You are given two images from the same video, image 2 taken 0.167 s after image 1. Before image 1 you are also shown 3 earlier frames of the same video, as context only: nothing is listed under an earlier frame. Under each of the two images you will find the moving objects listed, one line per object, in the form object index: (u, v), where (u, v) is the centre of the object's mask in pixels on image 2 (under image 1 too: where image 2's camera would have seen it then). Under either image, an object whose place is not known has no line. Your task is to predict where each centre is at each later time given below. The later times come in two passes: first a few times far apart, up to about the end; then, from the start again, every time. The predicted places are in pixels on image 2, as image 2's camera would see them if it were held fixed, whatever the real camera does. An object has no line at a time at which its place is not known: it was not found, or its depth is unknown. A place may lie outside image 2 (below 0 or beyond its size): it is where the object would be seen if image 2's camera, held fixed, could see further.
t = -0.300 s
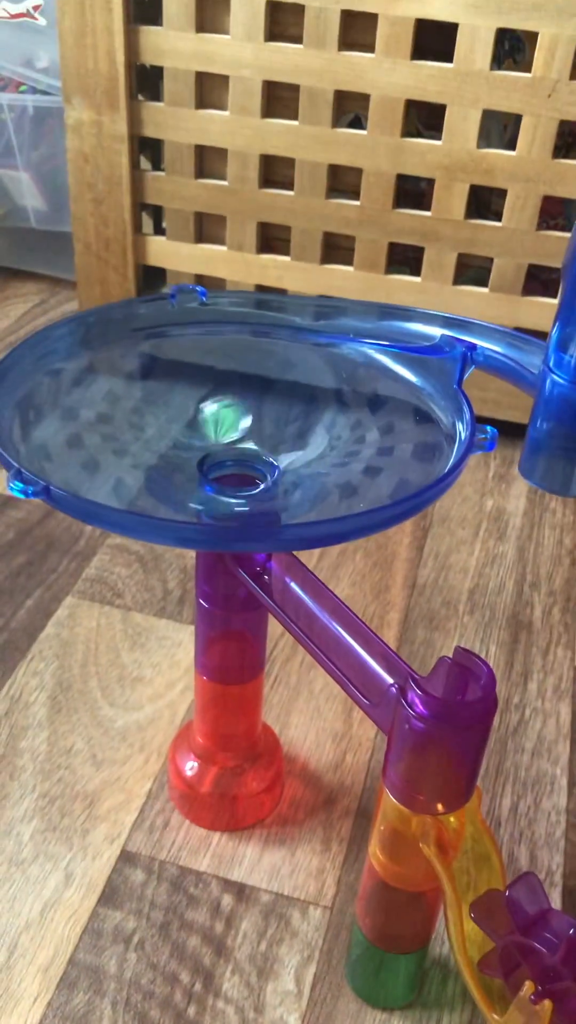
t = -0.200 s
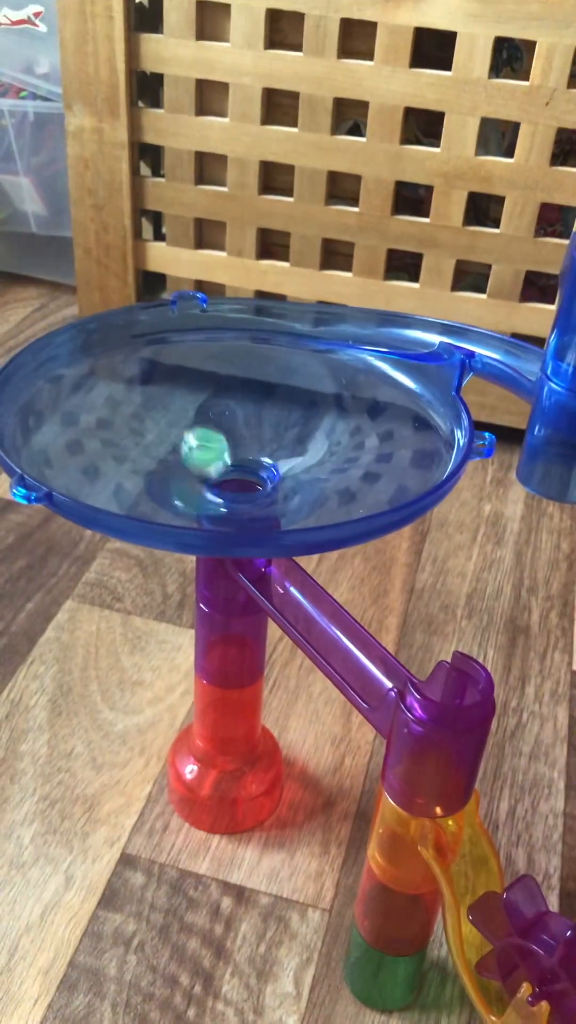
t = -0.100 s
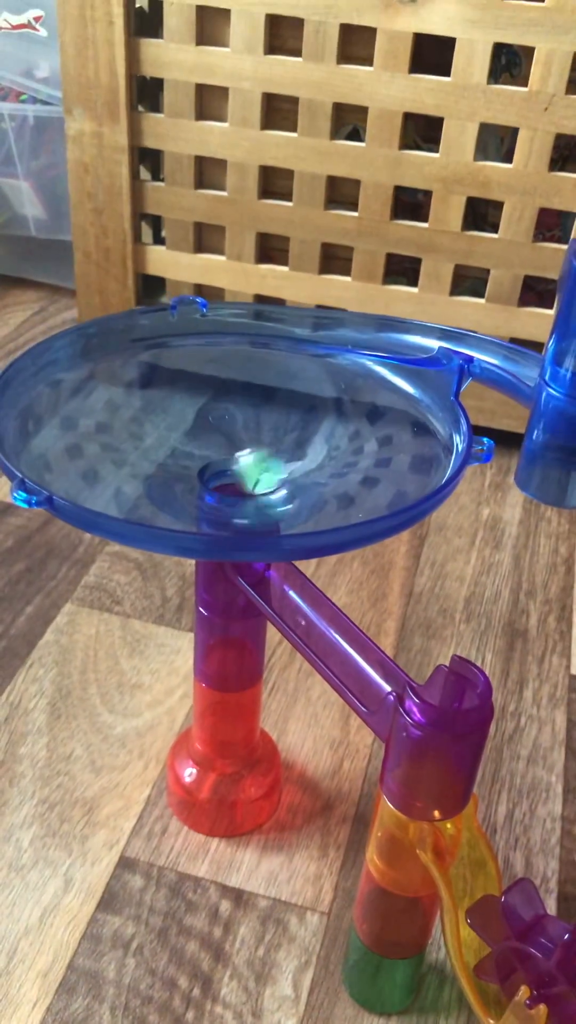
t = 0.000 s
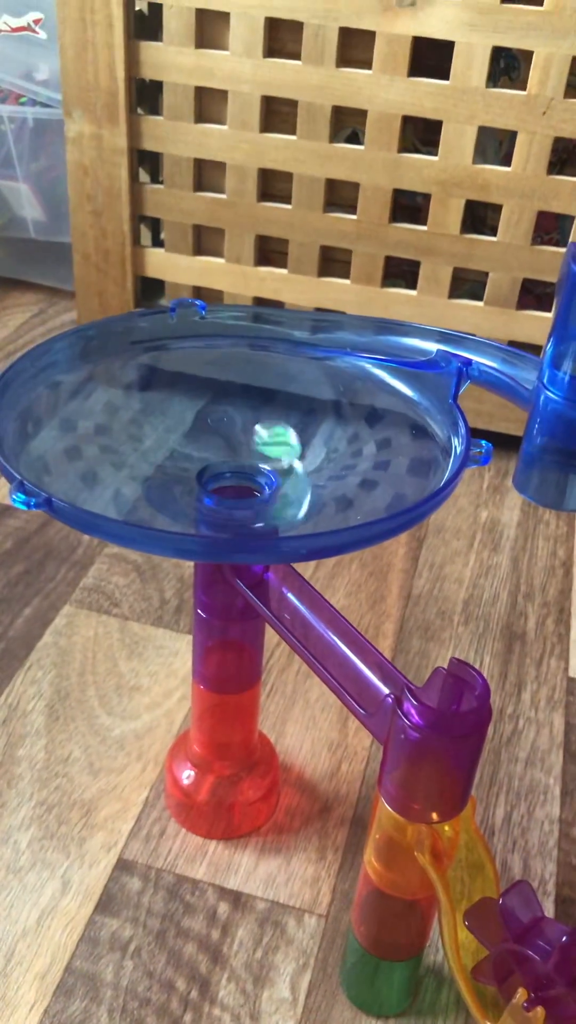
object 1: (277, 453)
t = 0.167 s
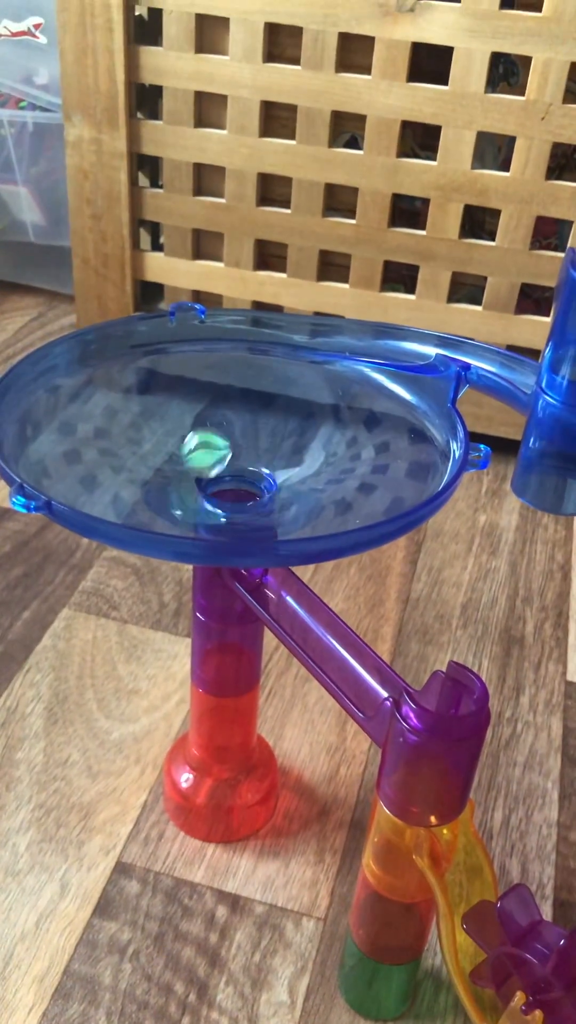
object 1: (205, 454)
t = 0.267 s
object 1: (230, 480)
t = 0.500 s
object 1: (231, 439)
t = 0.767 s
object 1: (241, 452)
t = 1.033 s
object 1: (229, 482)
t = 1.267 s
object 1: (230, 486)
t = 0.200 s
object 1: (205, 463)
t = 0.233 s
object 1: (214, 473)
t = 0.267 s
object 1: (230, 480)
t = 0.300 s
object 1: (248, 480)
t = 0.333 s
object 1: (263, 476)
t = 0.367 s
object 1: (273, 469)
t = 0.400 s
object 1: (273, 456)
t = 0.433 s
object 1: (264, 450)
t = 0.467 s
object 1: (250, 445)
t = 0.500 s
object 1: (231, 439)
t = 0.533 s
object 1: (214, 442)
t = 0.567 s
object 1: (206, 449)
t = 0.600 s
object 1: (206, 459)
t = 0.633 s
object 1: (216, 471)
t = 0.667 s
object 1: (235, 481)
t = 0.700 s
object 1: (255, 478)
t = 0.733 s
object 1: (256, 463)
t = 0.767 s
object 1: (241, 452)
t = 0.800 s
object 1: (224, 451)
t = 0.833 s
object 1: (214, 456)
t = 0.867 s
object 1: (216, 466)
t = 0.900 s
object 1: (232, 482)
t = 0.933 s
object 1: (249, 476)
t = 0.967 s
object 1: (236, 465)
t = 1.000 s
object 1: (222, 471)
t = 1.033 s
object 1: (229, 482)
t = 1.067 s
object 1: (247, 475)
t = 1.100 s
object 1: (234, 468)
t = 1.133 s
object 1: (227, 482)
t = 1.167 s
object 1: (243, 483)
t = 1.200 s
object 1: (239, 474)
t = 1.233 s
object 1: (229, 475)
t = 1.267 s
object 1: (230, 486)
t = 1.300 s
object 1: (235, 485)
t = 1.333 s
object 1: (233, 488)
